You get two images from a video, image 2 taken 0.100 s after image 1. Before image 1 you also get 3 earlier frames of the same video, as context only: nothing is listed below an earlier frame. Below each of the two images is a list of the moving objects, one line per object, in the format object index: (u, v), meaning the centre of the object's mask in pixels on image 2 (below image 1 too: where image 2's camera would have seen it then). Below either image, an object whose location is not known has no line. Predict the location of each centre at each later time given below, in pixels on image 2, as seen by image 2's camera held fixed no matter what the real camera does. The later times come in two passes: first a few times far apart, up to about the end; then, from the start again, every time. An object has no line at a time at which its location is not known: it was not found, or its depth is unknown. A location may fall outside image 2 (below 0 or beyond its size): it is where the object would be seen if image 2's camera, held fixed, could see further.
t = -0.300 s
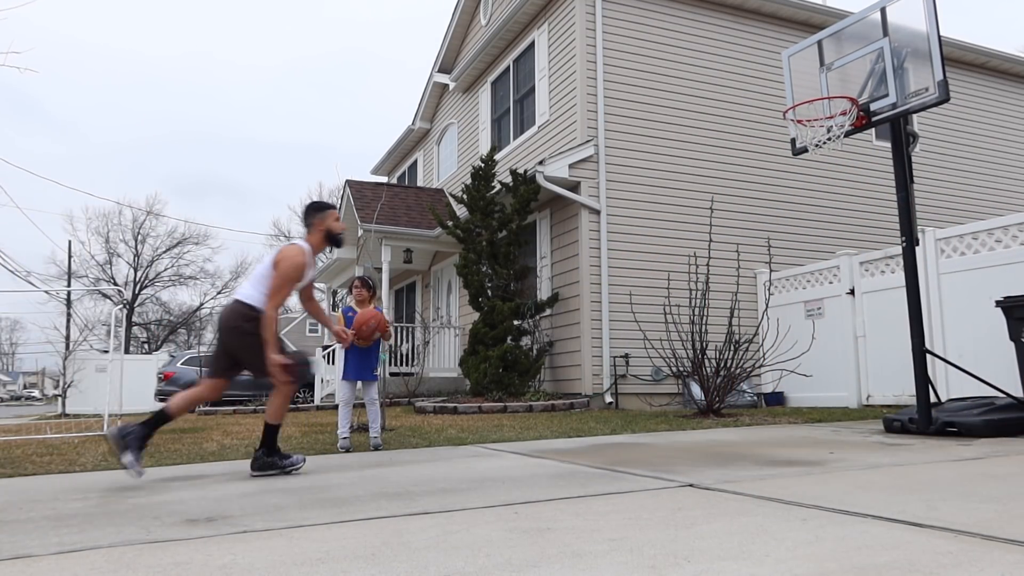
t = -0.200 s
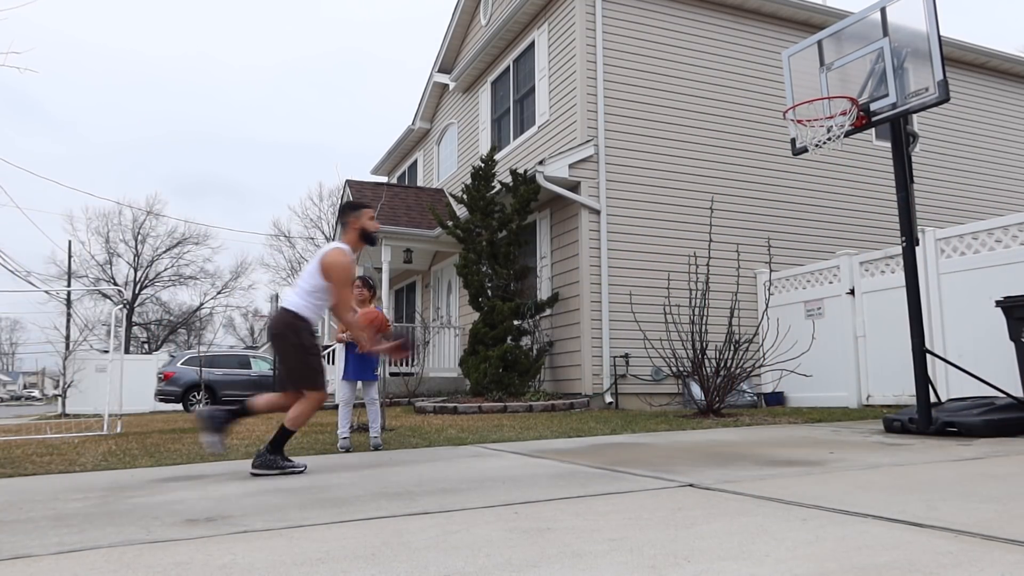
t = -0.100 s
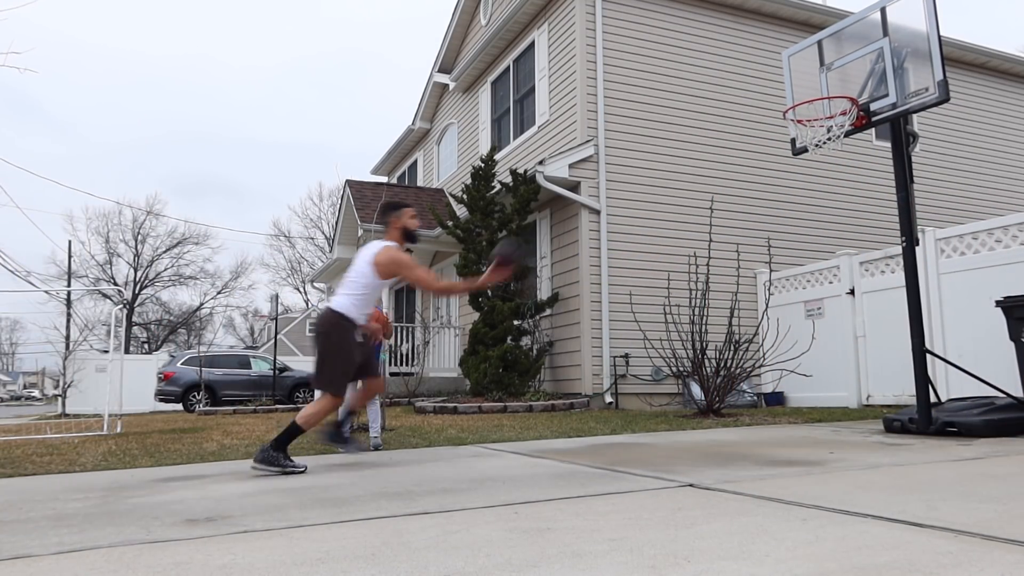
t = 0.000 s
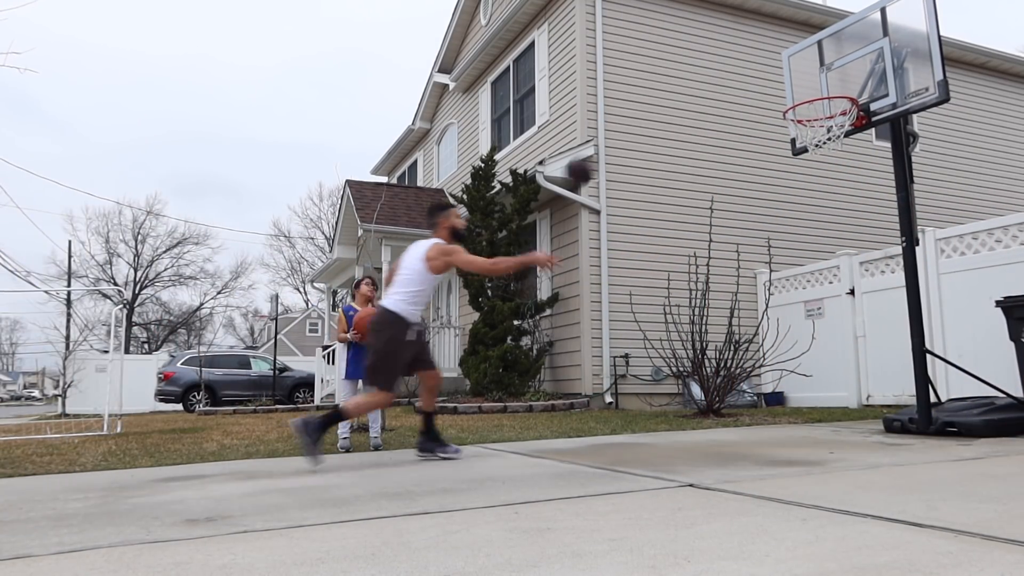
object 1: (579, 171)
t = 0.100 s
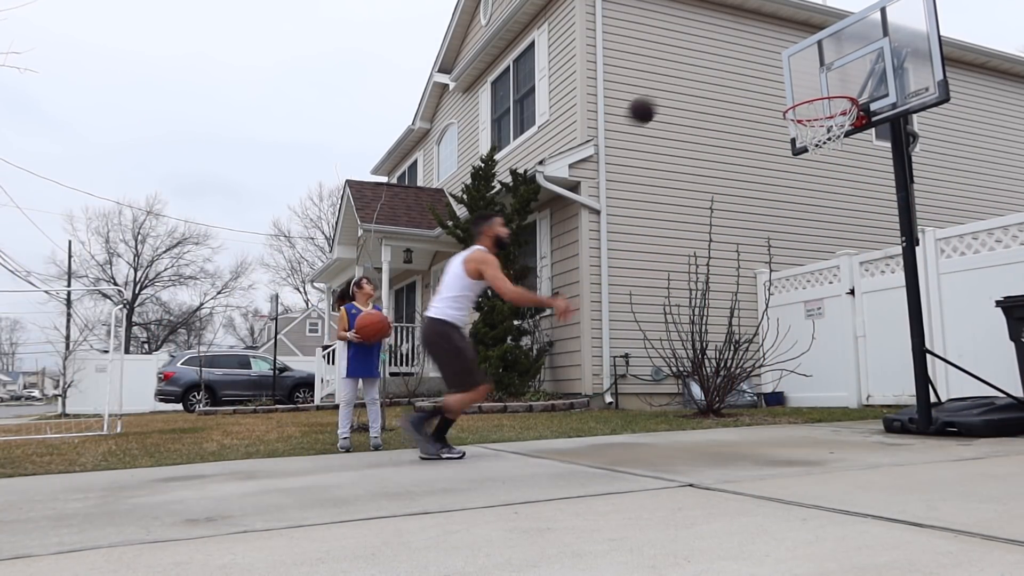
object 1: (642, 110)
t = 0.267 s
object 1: (732, 52)
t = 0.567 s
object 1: (787, 36)
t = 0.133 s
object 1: (661, 94)
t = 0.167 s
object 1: (679, 81)
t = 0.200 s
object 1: (697, 69)
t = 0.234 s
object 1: (715, 60)
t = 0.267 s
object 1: (732, 52)
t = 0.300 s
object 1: (748, 46)
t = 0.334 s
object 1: (764, 42)
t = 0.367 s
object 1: (780, 39)
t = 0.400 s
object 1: (795, 38)
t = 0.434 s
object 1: (810, 38)
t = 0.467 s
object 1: (816, 37)
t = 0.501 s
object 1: (806, 36)
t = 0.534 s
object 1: (796, 35)
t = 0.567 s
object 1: (787, 36)
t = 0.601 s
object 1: (776, 38)
